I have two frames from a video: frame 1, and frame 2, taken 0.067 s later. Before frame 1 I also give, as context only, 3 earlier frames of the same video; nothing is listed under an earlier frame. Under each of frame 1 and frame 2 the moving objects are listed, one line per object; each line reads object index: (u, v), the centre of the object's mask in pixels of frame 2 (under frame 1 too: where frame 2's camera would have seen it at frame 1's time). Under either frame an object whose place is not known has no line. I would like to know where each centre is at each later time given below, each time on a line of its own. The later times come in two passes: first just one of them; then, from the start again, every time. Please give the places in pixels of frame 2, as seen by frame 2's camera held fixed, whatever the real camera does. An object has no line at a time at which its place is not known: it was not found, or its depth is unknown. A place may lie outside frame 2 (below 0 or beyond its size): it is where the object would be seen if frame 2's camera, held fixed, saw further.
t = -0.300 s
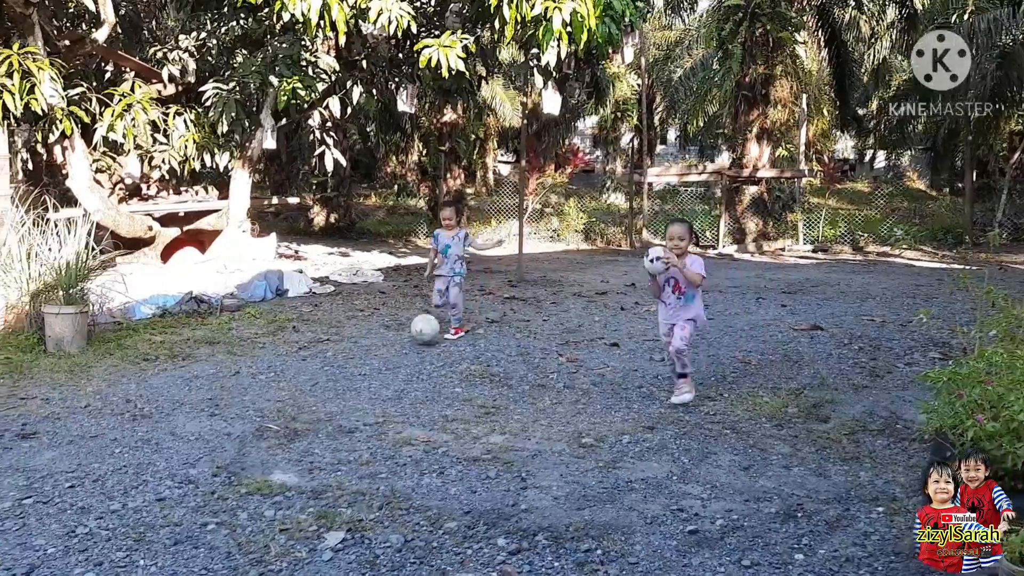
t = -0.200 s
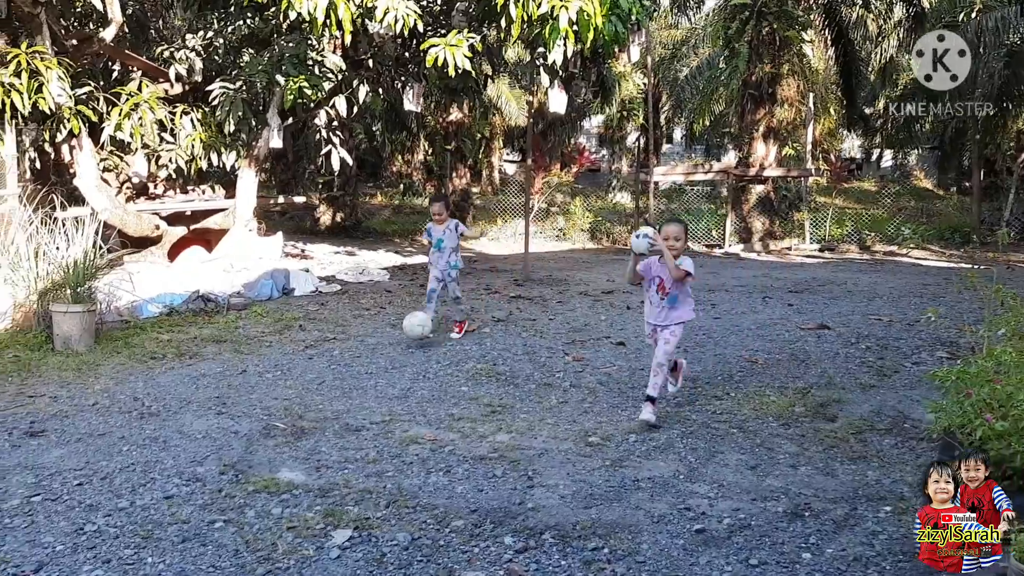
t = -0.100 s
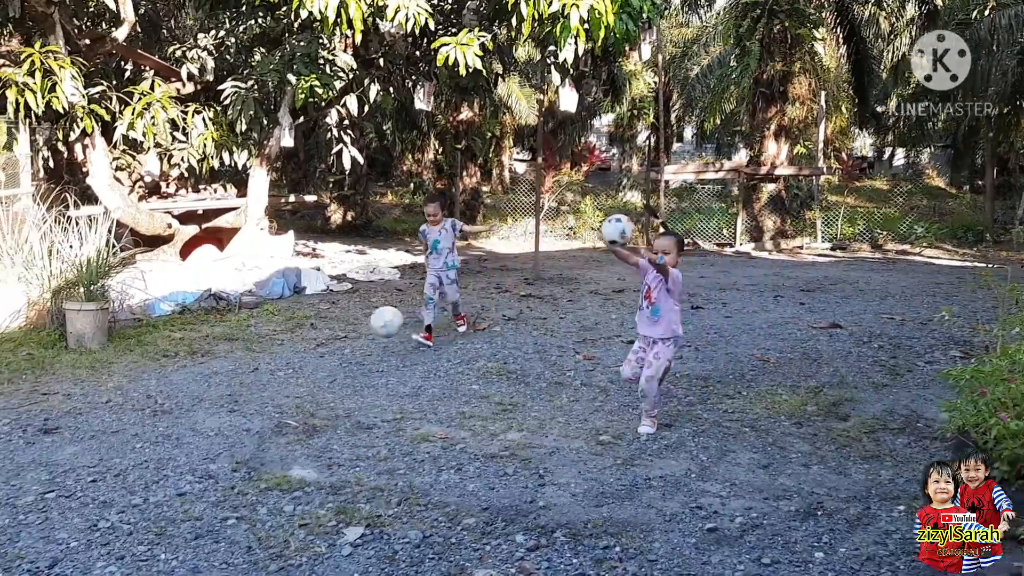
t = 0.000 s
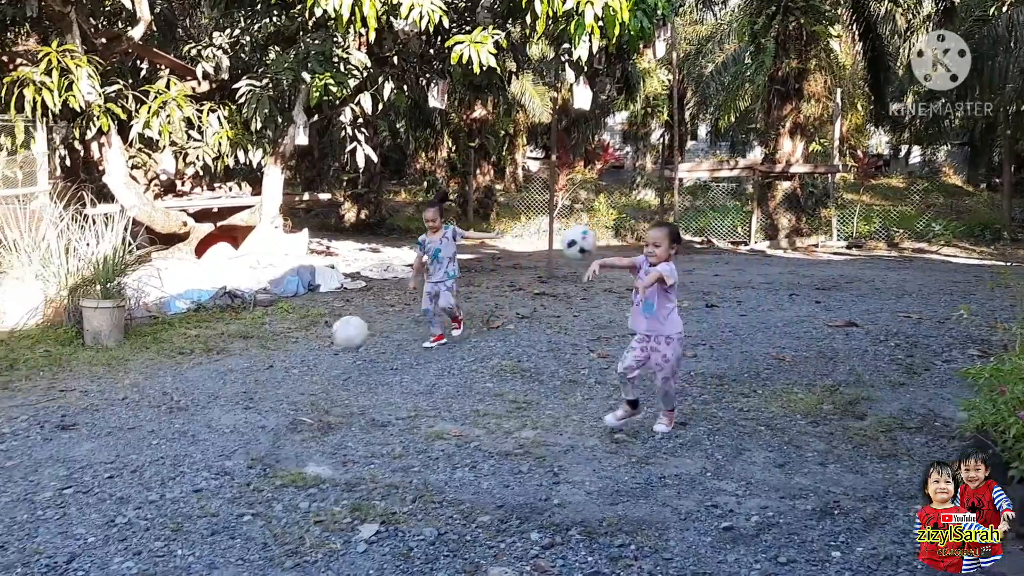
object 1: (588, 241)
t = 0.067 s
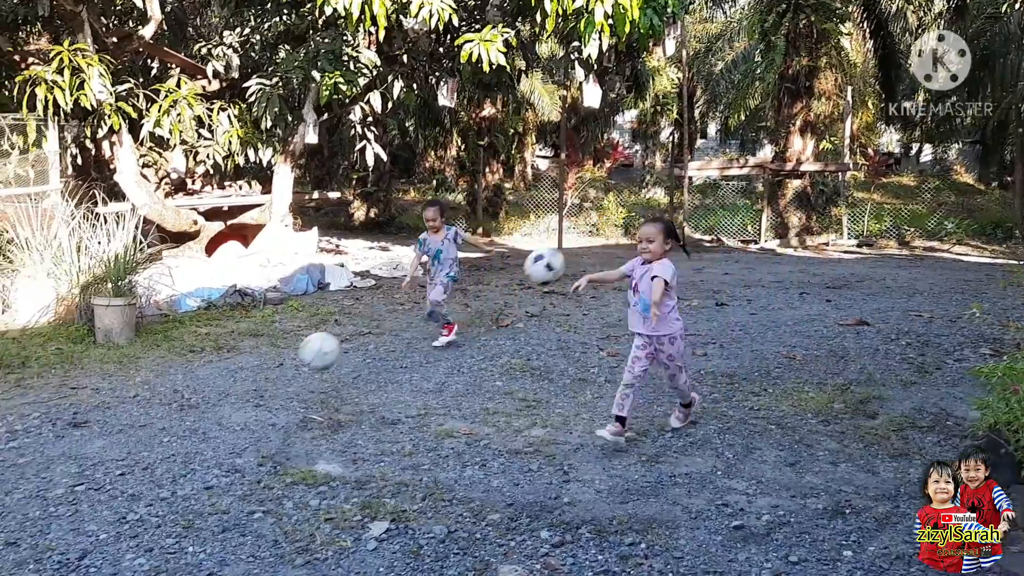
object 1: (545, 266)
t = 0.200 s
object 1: (435, 372)
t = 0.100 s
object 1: (521, 284)
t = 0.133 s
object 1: (495, 307)
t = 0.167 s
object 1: (467, 336)
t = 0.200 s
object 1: (435, 372)
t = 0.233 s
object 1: (400, 414)
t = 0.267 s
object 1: (363, 464)
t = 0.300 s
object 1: (321, 523)
